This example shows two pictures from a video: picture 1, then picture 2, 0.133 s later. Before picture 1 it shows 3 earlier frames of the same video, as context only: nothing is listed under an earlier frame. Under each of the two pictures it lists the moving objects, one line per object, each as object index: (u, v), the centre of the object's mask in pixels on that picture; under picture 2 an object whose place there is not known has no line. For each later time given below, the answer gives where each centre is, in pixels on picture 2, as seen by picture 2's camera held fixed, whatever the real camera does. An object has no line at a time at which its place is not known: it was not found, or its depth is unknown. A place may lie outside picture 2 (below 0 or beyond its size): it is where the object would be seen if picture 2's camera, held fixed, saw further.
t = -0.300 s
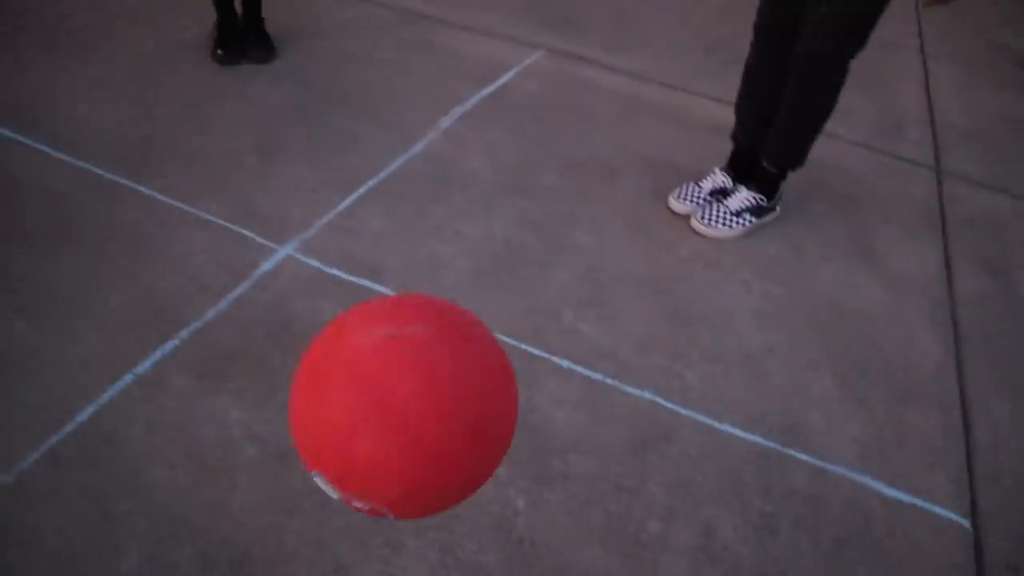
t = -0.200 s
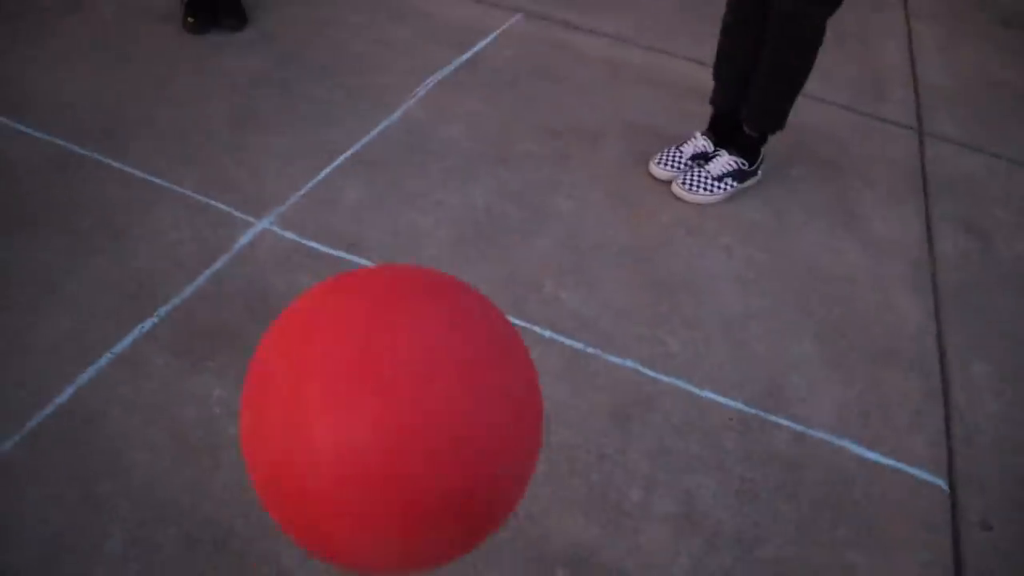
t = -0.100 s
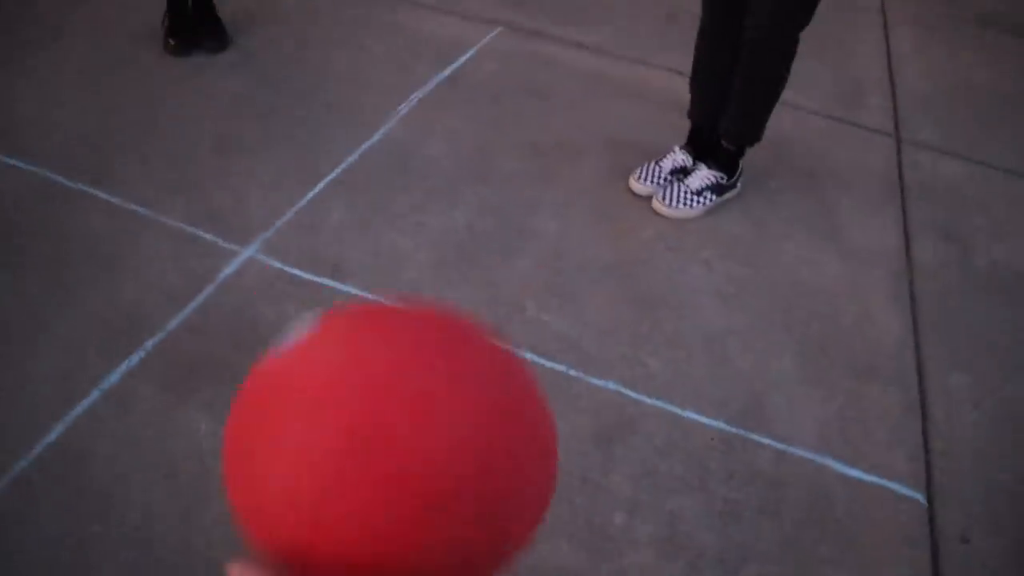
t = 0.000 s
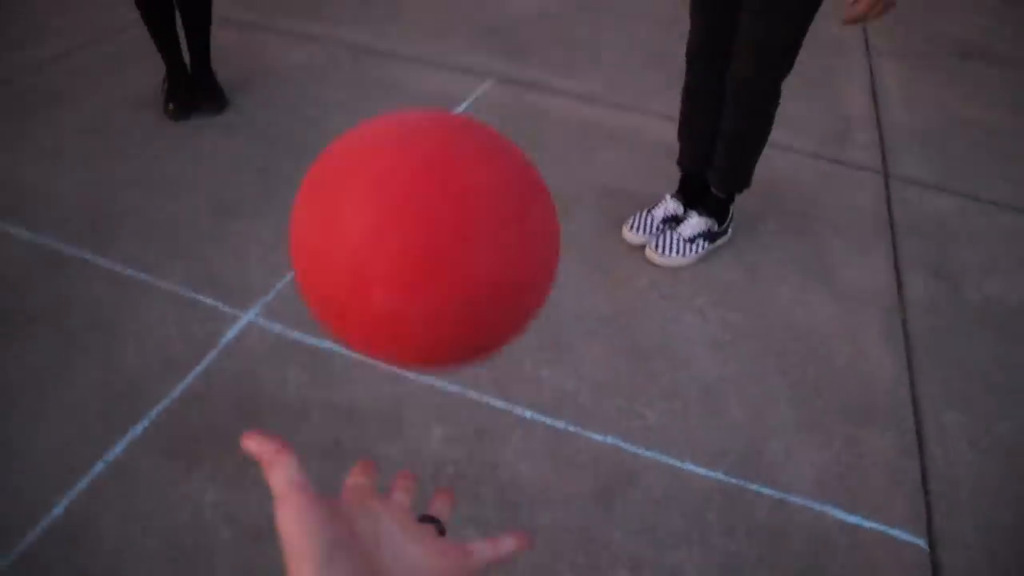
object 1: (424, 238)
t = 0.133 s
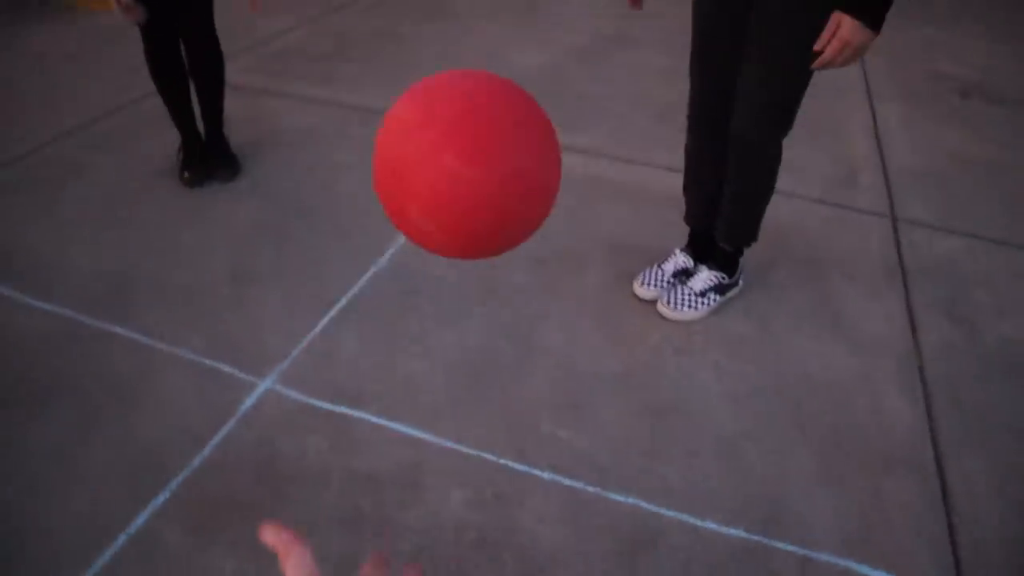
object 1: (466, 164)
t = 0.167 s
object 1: (471, 156)
